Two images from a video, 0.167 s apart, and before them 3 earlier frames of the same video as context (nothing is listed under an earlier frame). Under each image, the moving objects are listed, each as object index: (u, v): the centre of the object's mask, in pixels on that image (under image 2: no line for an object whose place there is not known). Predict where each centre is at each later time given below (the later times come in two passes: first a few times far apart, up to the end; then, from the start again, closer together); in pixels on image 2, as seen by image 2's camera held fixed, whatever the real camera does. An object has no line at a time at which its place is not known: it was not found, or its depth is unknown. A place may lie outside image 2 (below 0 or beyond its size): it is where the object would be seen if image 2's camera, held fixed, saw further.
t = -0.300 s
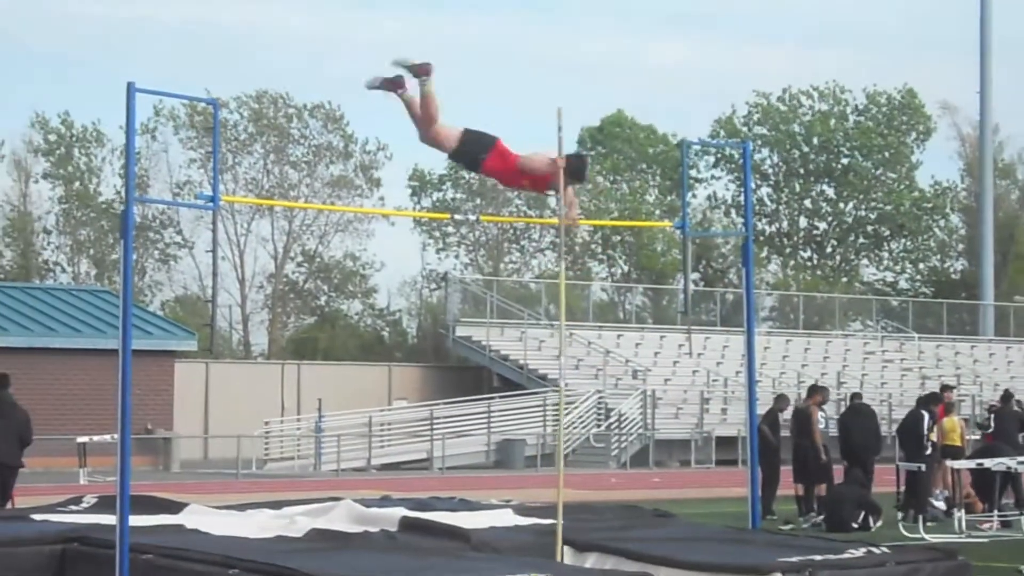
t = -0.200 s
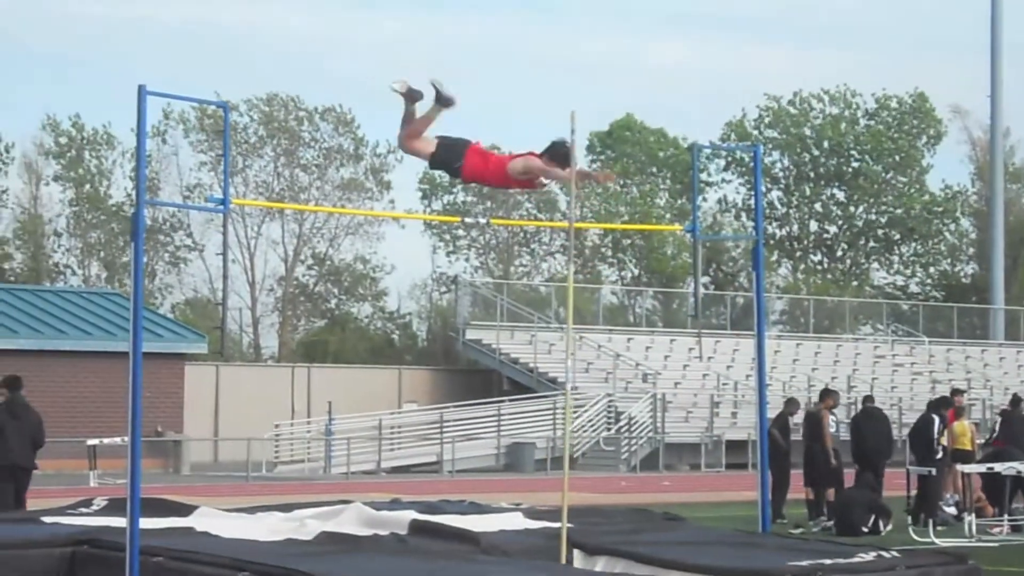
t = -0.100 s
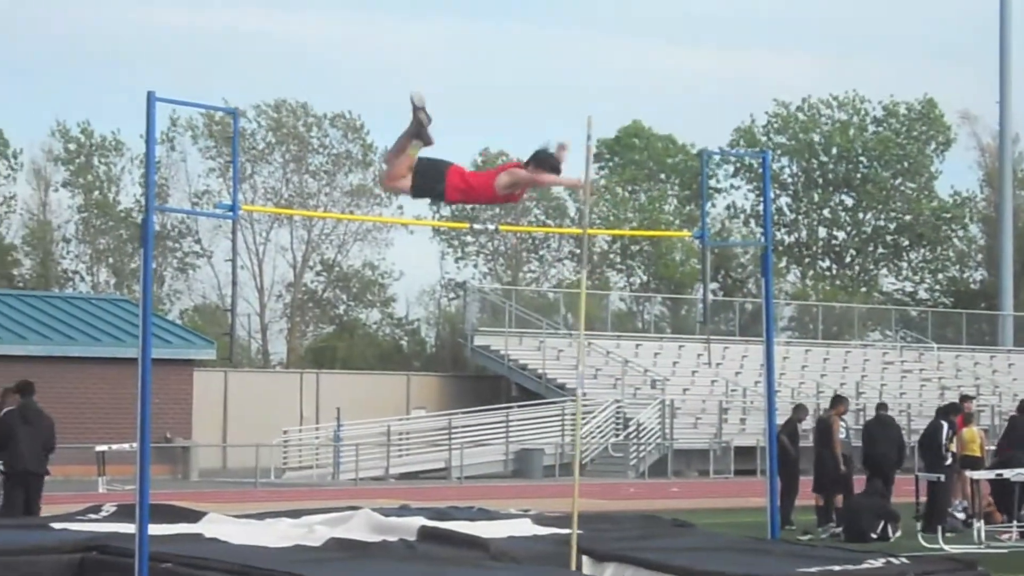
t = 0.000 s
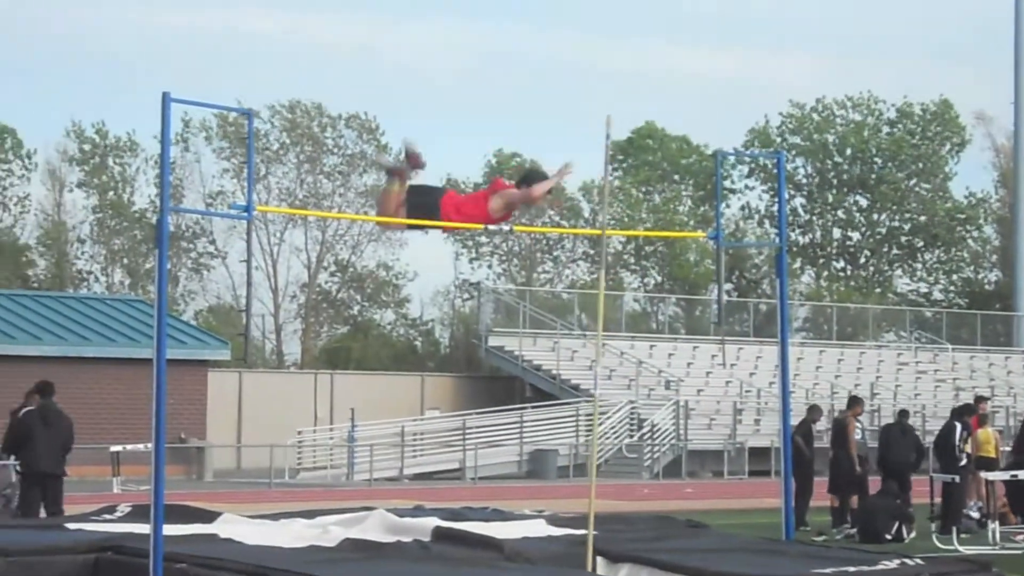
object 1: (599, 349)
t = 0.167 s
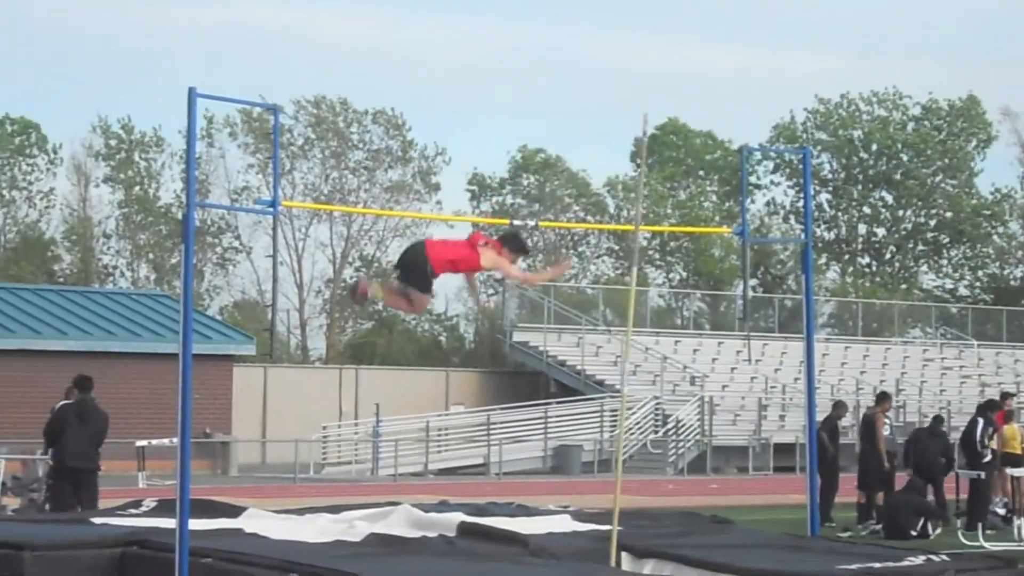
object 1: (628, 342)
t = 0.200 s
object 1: (627, 344)
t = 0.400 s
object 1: (634, 344)
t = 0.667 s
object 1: (651, 348)
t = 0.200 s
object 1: (627, 344)
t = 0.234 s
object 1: (627, 343)
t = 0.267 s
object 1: (627, 343)
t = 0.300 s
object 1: (628, 344)
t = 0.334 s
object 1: (630, 343)
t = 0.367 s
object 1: (633, 344)
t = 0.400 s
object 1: (634, 344)
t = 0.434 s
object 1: (636, 342)
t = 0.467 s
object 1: (638, 341)
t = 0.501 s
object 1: (640, 342)
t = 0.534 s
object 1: (640, 341)
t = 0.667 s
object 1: (651, 348)
